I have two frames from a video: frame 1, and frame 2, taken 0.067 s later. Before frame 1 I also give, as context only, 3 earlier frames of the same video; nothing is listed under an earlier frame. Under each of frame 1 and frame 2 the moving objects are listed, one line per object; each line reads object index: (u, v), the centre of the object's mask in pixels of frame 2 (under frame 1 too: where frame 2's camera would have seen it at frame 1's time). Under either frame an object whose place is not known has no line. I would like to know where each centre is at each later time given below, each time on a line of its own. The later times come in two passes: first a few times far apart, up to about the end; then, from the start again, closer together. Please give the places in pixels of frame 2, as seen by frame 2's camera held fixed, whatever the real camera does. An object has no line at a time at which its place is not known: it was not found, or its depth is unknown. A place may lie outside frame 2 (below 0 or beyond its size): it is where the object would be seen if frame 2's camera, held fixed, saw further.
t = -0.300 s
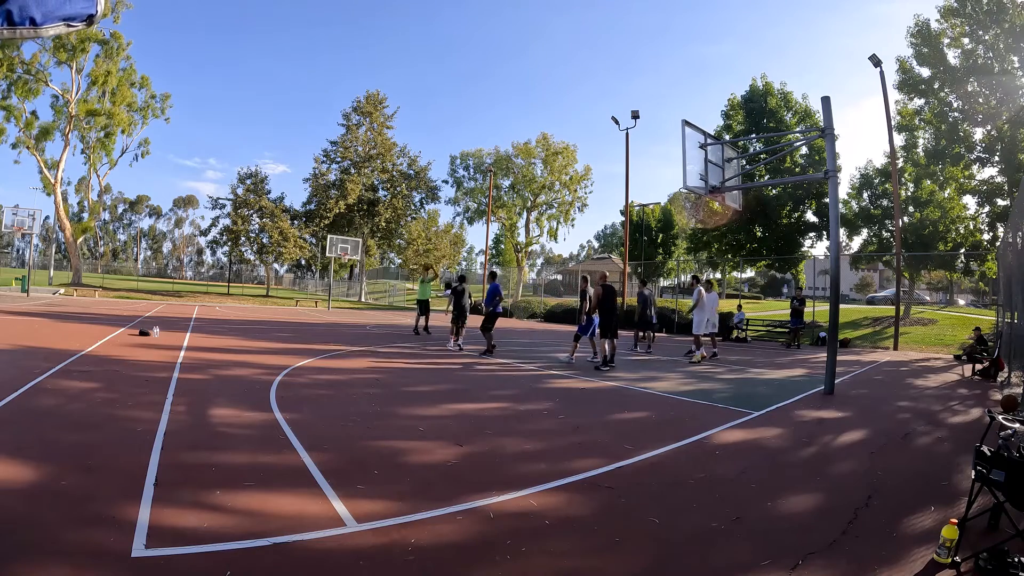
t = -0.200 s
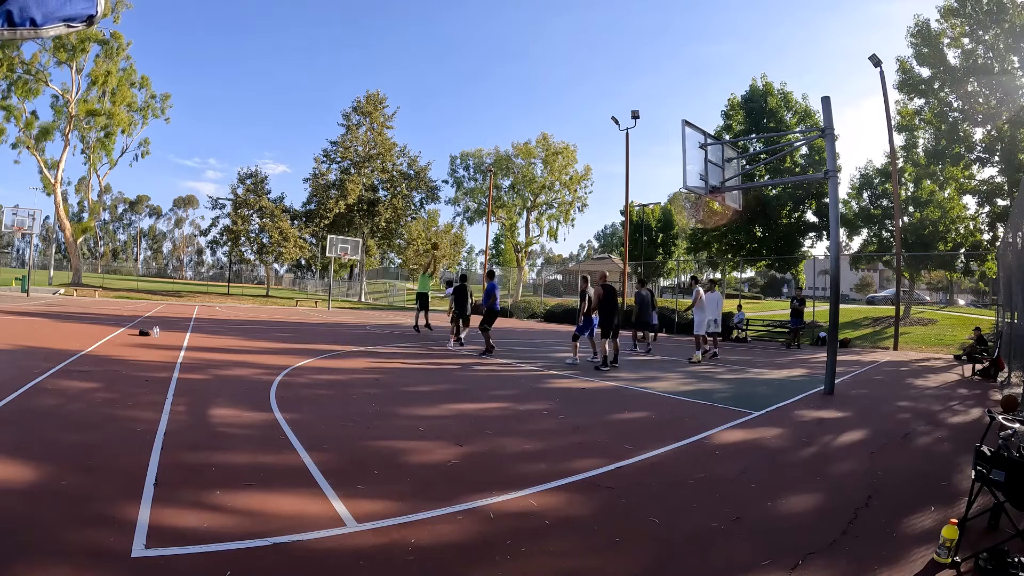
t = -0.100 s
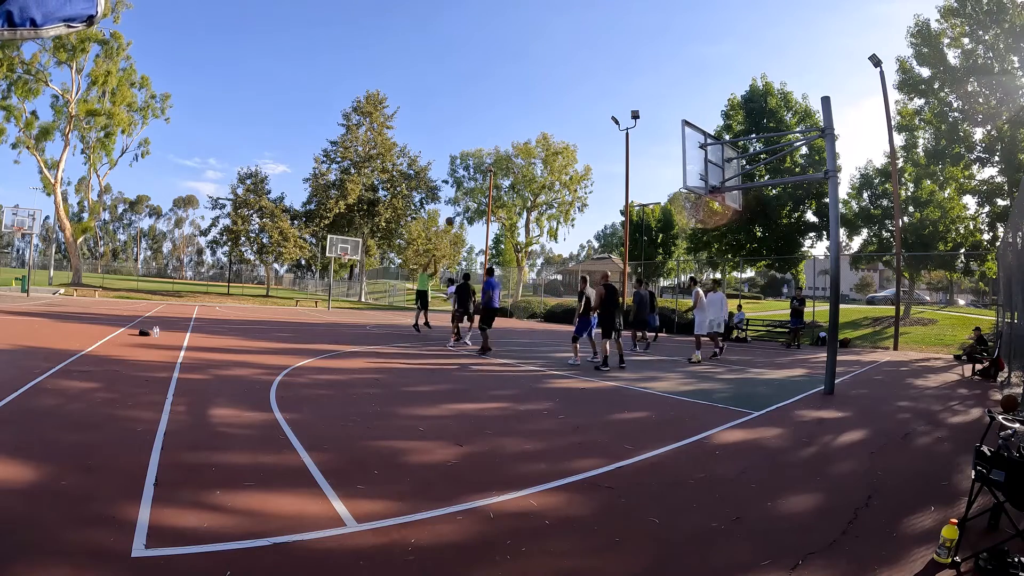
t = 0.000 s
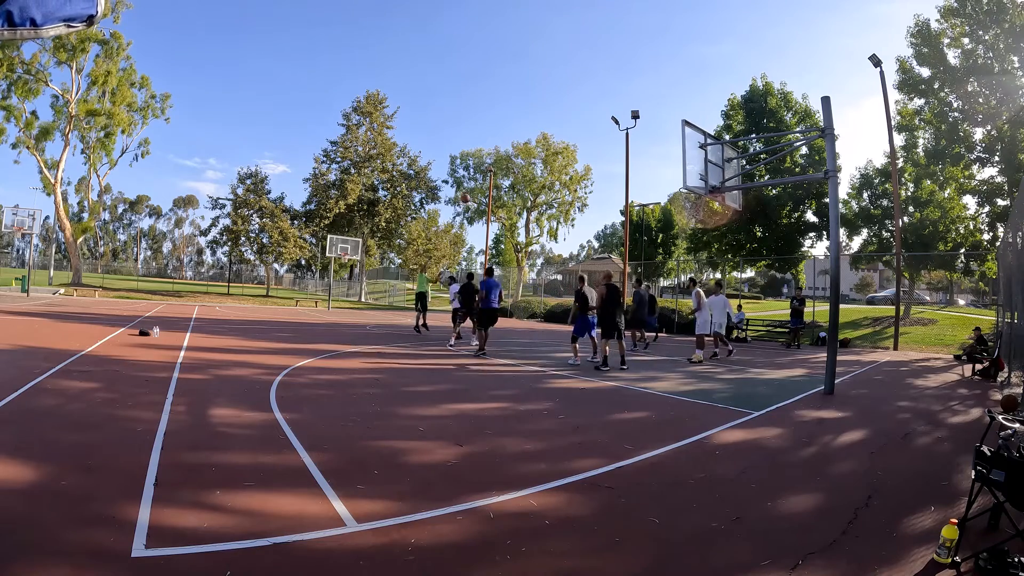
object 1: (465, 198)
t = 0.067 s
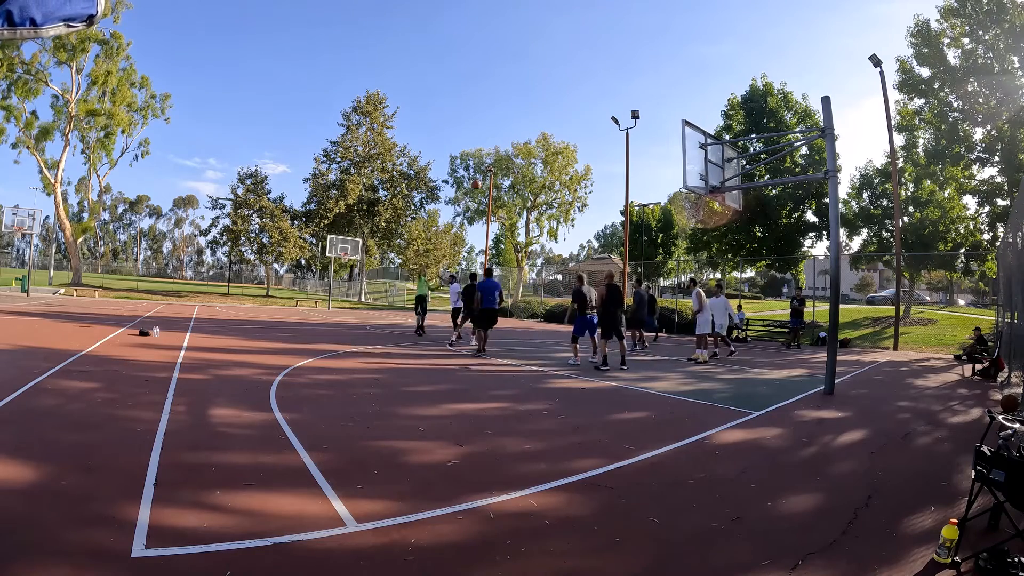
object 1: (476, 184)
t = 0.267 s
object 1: (510, 151)
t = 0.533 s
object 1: (561, 125)
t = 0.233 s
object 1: (504, 156)
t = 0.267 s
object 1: (510, 151)
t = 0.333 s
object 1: (522, 142)
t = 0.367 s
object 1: (528, 139)
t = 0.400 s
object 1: (535, 135)
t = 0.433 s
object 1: (541, 132)
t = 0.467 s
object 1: (547, 130)
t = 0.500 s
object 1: (554, 127)
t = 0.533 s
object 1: (561, 125)
